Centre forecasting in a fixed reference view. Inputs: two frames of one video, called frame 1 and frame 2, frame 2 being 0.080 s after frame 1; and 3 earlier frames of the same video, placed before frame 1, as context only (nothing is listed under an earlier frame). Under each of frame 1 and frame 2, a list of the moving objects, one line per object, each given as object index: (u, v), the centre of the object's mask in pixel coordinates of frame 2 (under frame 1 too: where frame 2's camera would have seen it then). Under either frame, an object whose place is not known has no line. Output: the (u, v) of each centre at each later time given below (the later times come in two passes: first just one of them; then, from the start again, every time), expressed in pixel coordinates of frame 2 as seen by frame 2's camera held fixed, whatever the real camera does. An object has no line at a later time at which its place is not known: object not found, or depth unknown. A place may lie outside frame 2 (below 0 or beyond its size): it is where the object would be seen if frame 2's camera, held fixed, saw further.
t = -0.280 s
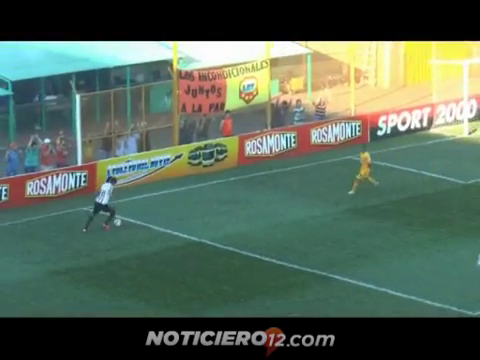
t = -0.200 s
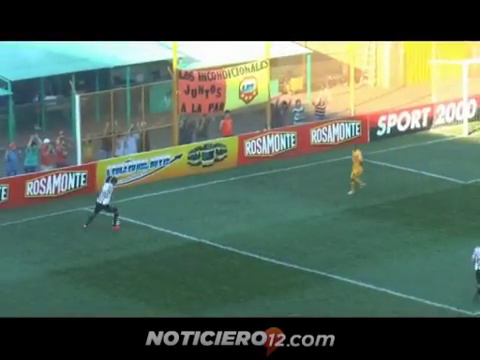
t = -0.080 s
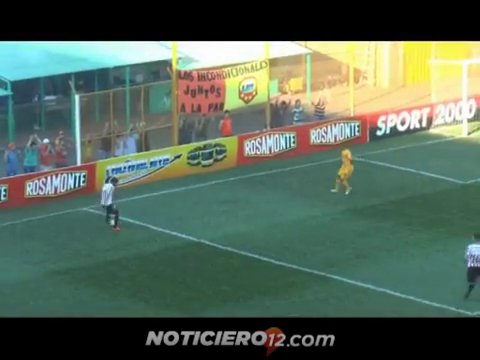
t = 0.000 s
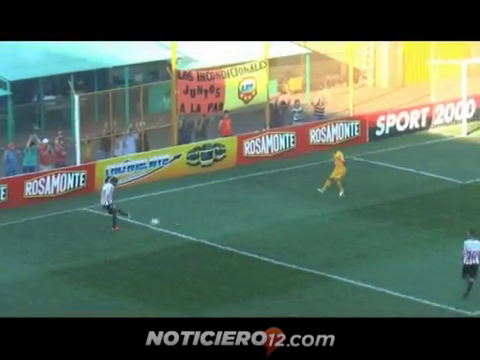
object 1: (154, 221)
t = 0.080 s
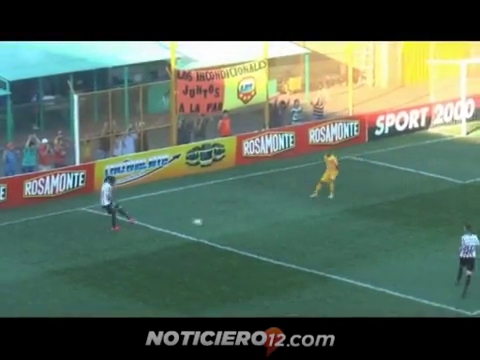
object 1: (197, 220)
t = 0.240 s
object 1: (274, 220)
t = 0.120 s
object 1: (220, 222)
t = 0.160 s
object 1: (239, 223)
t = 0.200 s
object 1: (257, 221)
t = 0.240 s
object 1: (274, 220)
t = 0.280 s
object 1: (292, 221)
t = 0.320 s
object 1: (310, 221)
